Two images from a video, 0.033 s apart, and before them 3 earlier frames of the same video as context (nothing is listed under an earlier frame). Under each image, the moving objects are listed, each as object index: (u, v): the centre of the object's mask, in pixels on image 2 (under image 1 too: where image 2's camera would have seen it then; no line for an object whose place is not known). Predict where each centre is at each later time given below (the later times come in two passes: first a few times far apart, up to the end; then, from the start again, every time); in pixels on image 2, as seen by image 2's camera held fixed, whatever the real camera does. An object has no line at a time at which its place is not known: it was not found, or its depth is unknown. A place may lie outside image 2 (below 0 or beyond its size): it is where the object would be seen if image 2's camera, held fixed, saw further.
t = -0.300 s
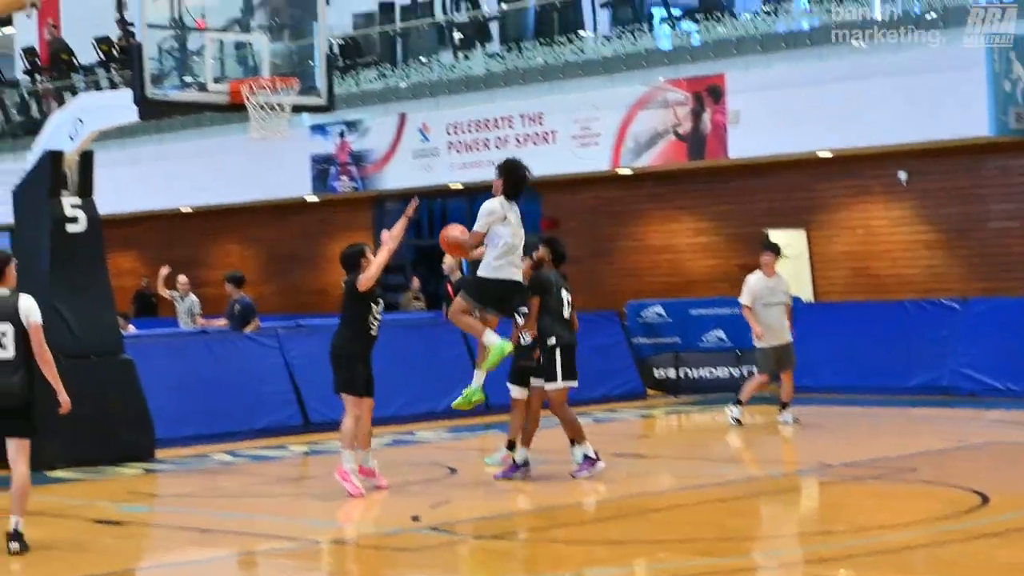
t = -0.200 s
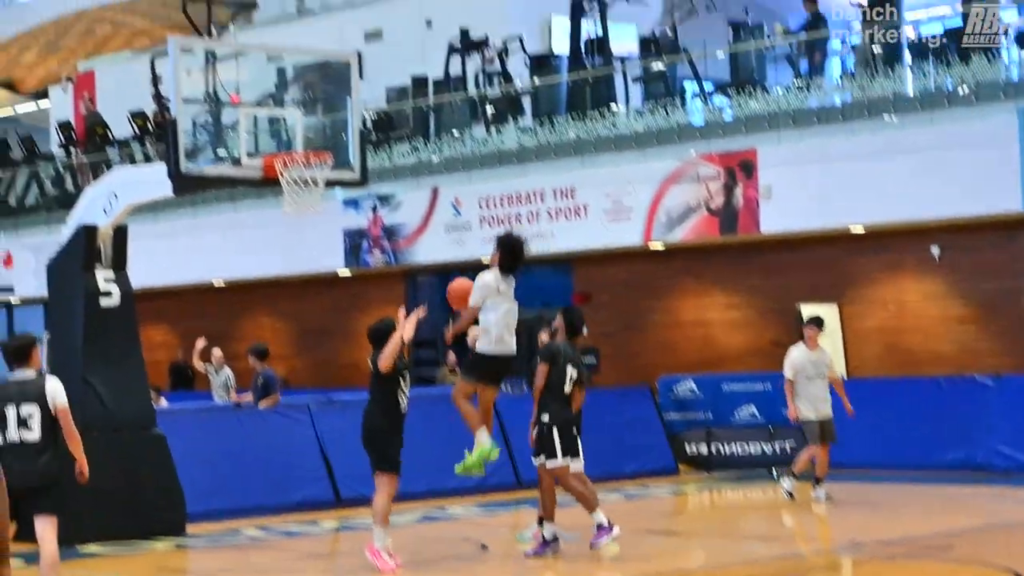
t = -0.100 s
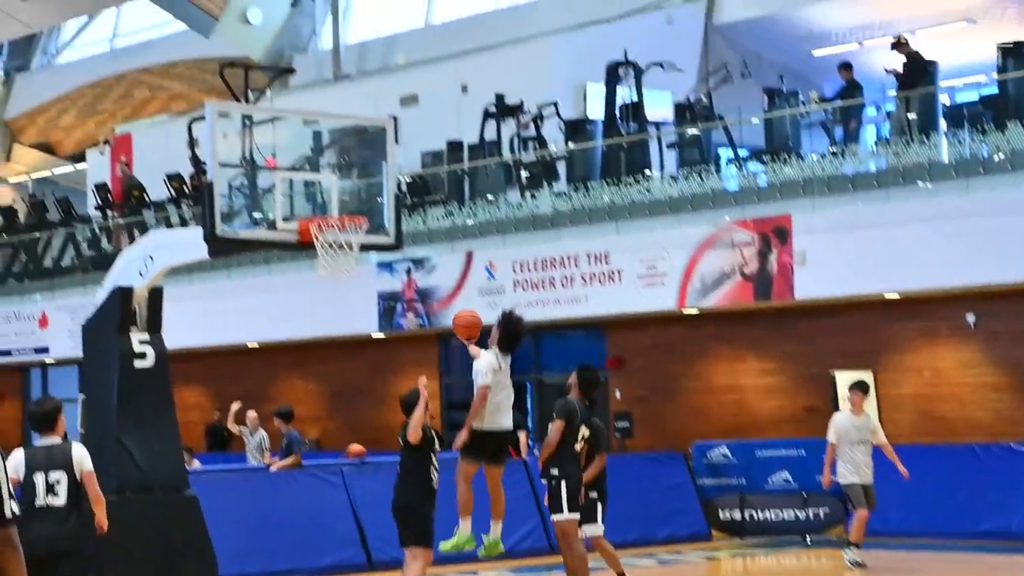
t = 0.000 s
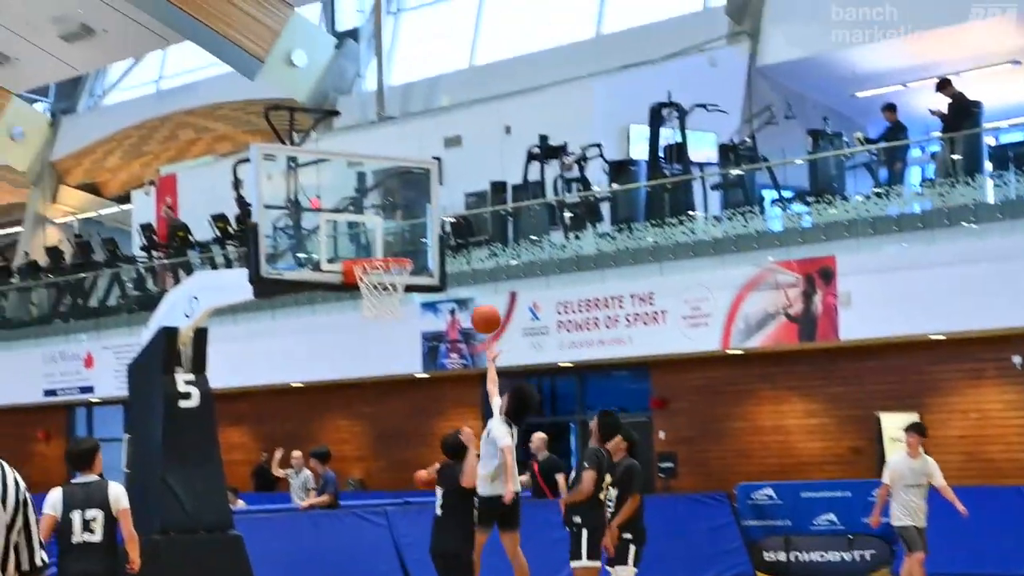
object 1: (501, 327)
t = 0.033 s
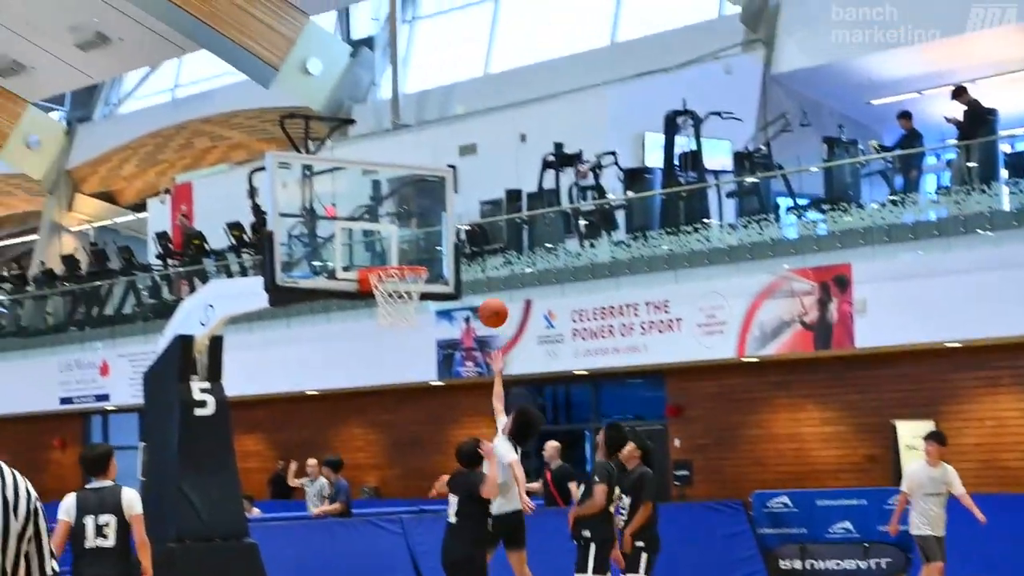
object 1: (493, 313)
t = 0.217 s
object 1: (451, 260)
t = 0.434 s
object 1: (403, 249)
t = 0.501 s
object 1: (388, 255)
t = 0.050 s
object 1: (489, 306)
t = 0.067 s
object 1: (485, 300)
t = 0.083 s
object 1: (482, 294)
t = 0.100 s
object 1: (478, 289)
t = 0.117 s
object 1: (474, 284)
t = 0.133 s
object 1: (471, 280)
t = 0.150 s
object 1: (467, 274)
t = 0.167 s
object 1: (463, 270)
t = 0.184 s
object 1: (459, 266)
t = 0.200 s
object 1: (455, 263)
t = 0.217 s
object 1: (451, 260)
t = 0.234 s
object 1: (447, 257)
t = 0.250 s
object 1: (444, 254)
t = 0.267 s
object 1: (440, 252)
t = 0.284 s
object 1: (436, 250)
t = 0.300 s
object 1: (433, 249)
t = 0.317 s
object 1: (428, 248)
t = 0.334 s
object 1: (425, 247)
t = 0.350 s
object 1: (421, 246)
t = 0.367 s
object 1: (418, 246)
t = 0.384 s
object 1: (414, 246)
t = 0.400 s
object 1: (411, 247)
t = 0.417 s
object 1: (407, 248)
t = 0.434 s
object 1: (403, 249)
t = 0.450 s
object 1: (400, 250)
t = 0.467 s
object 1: (396, 252)
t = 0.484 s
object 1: (392, 254)
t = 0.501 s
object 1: (388, 255)
